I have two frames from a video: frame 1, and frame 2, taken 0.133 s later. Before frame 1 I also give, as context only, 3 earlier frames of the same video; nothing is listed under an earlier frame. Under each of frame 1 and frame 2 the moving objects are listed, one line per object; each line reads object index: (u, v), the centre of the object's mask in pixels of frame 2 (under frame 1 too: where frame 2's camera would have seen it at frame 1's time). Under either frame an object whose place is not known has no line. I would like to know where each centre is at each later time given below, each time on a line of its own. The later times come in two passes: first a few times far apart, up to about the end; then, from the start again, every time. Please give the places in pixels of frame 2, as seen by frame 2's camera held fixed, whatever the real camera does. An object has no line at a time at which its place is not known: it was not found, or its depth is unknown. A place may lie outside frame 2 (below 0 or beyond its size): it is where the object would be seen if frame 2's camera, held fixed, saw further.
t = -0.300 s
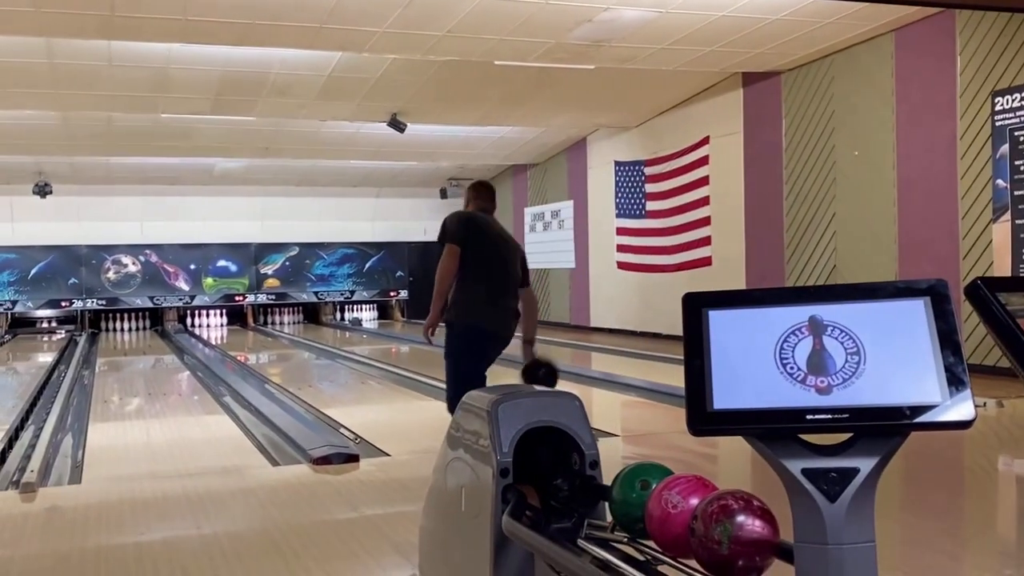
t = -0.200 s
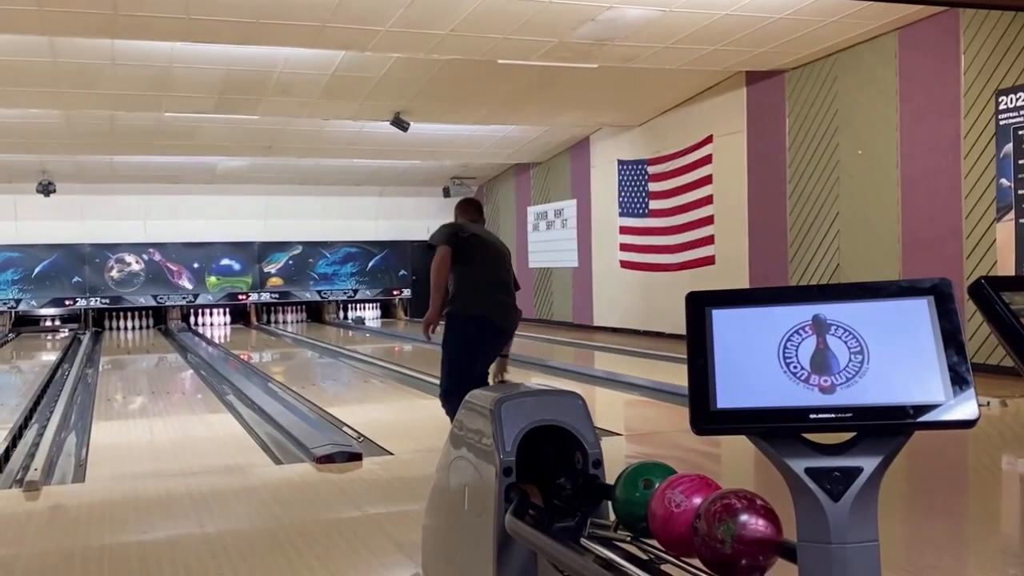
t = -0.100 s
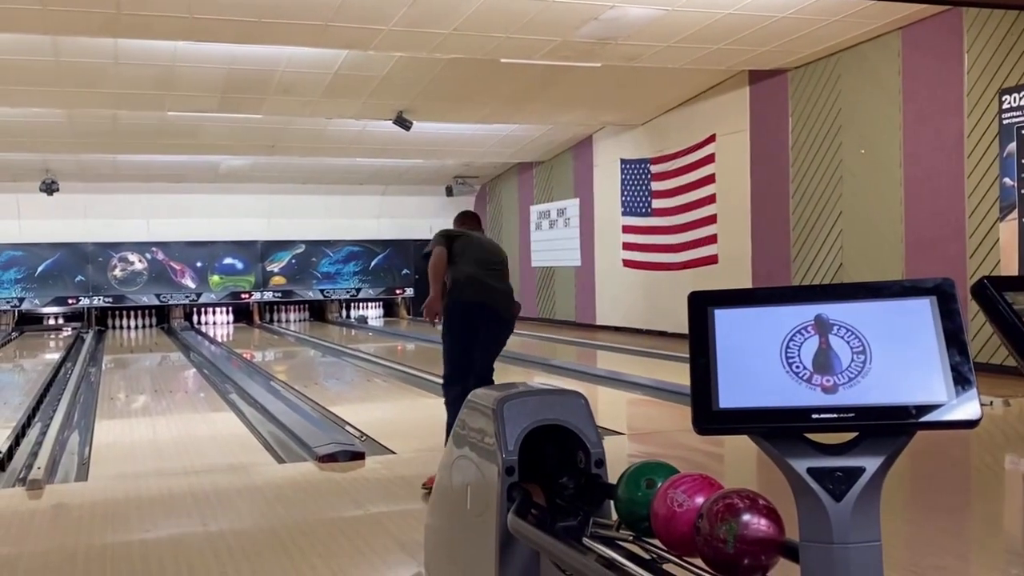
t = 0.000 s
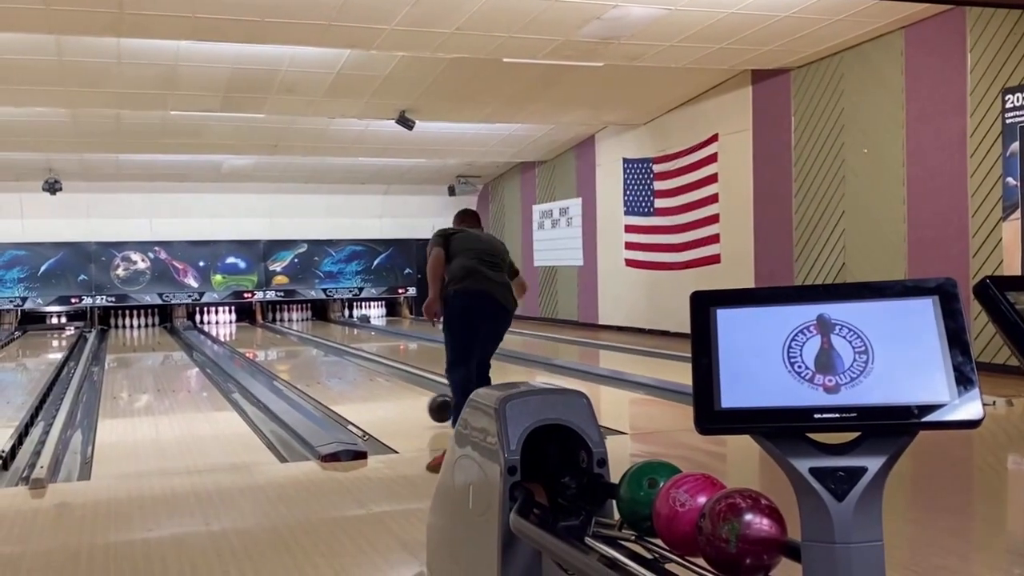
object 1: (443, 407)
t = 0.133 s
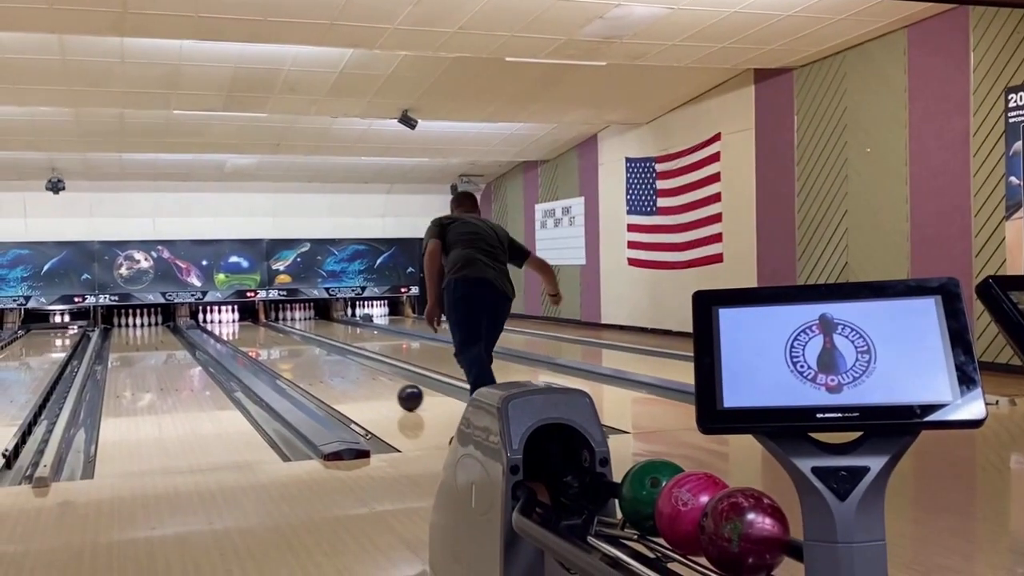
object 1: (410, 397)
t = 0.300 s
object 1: (376, 384)
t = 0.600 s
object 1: (329, 367)
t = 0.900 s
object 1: (296, 354)
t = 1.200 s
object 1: (271, 345)
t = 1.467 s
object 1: (253, 339)
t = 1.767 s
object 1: (237, 333)
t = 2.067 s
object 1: (224, 328)
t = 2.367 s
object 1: (214, 323)
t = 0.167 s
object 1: (403, 394)
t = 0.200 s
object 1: (395, 392)
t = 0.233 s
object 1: (388, 389)
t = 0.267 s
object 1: (382, 387)
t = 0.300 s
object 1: (376, 384)
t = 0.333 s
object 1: (370, 382)
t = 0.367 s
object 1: (364, 380)
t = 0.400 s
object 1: (358, 378)
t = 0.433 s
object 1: (353, 376)
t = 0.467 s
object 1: (348, 374)
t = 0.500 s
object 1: (343, 372)
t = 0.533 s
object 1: (338, 370)
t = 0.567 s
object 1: (334, 368)
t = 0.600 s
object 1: (329, 367)
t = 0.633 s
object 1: (325, 366)
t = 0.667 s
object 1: (321, 364)
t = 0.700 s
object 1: (317, 363)
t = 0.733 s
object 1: (313, 361)
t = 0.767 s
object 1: (309, 360)
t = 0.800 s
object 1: (306, 358)
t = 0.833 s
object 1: (302, 357)
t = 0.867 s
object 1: (299, 356)
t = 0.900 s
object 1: (296, 354)
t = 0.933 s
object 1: (293, 353)
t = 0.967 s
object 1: (290, 352)
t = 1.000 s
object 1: (287, 351)
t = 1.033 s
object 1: (284, 350)
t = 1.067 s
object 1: (282, 349)
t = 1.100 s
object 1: (278, 348)
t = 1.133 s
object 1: (276, 347)
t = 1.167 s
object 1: (274, 346)
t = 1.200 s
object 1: (271, 345)
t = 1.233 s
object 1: (268, 344)
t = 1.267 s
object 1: (266, 343)
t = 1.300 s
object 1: (263, 342)
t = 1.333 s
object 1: (261, 342)
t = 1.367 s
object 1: (259, 341)
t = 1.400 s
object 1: (257, 340)
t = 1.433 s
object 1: (255, 340)
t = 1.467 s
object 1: (253, 339)
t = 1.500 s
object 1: (251, 338)
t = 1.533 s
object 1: (249, 338)
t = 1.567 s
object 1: (247, 337)
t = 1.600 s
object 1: (245, 336)
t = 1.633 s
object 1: (244, 335)
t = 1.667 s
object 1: (242, 335)
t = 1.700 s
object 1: (240, 334)
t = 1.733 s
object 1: (239, 333)
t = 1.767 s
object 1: (237, 333)
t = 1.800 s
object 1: (235, 332)
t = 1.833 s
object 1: (234, 331)
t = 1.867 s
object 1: (233, 331)
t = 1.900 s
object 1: (231, 330)
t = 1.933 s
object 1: (230, 329)
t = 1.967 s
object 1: (228, 329)
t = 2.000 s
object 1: (227, 329)
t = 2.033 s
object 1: (226, 328)
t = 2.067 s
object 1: (224, 328)
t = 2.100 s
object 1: (223, 327)
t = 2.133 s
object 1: (222, 327)
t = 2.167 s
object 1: (221, 326)
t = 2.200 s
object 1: (220, 326)
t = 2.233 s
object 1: (218, 325)
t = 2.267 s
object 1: (217, 325)
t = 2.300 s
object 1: (216, 324)
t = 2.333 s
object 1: (215, 324)
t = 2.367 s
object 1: (214, 323)
